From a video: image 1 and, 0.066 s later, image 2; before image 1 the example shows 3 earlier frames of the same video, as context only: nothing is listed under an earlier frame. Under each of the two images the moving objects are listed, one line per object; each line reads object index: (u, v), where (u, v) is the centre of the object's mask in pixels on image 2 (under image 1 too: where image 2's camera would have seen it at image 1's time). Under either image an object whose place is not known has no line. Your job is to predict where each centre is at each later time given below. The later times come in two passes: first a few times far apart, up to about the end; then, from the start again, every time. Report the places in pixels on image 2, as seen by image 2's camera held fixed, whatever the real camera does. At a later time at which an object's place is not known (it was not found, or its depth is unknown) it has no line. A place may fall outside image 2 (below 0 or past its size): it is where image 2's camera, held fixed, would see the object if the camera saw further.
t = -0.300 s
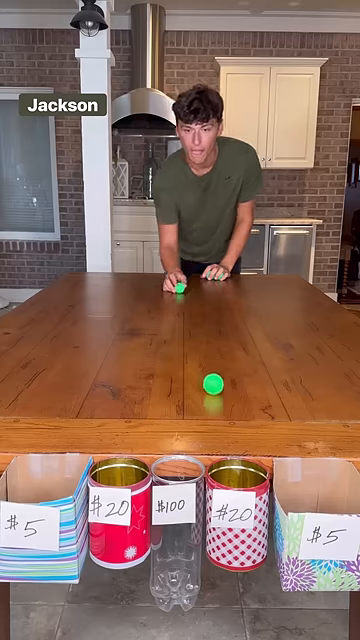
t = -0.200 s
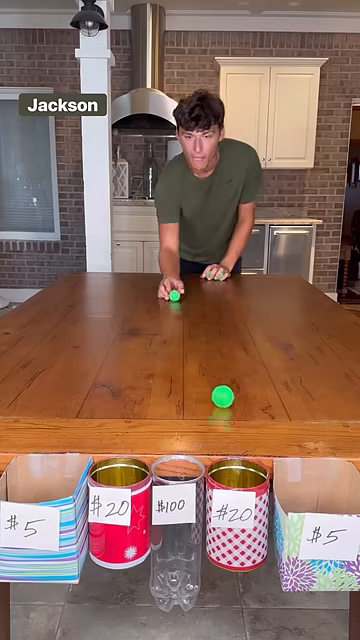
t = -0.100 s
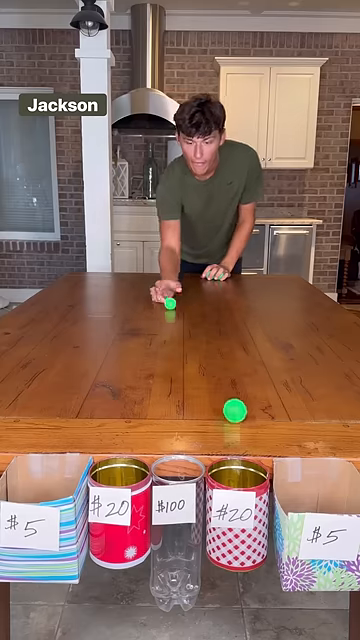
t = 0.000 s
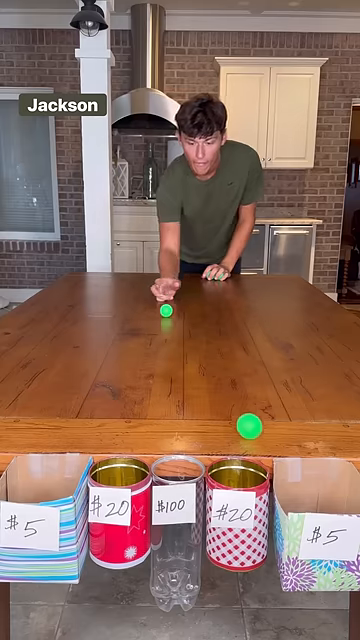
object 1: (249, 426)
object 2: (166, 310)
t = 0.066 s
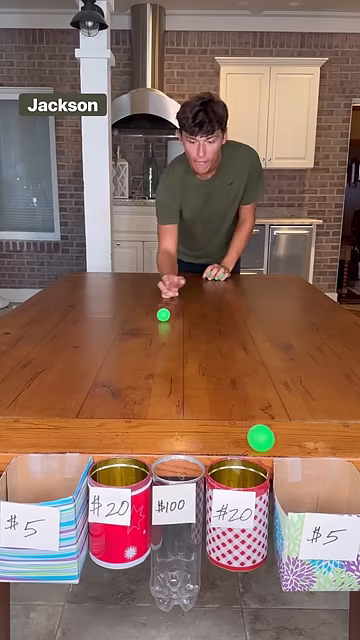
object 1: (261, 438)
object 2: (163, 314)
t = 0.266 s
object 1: (296, 505)
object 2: (153, 328)
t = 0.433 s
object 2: (141, 342)
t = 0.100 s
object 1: (266, 446)
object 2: (162, 317)
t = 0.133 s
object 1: (271, 455)
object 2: (160, 319)
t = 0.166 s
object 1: (276, 460)
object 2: (158, 321)
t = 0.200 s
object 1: (282, 471)
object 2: (157, 324)
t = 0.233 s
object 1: (289, 489)
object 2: (155, 326)
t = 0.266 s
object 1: (296, 505)
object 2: (153, 328)
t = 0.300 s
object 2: (151, 331)
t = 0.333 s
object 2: (148, 334)
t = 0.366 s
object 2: (146, 337)
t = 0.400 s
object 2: (144, 339)
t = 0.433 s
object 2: (141, 342)
